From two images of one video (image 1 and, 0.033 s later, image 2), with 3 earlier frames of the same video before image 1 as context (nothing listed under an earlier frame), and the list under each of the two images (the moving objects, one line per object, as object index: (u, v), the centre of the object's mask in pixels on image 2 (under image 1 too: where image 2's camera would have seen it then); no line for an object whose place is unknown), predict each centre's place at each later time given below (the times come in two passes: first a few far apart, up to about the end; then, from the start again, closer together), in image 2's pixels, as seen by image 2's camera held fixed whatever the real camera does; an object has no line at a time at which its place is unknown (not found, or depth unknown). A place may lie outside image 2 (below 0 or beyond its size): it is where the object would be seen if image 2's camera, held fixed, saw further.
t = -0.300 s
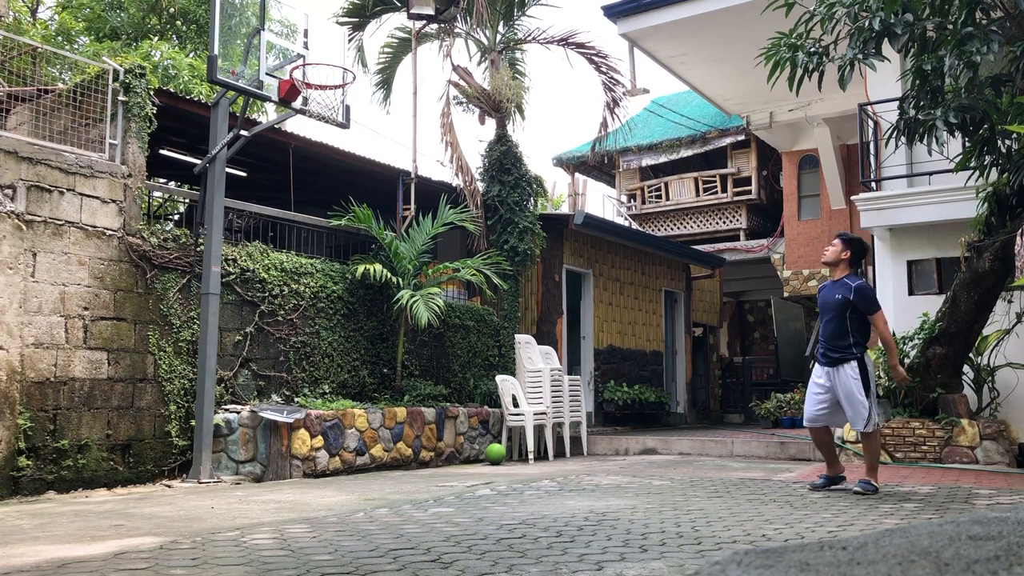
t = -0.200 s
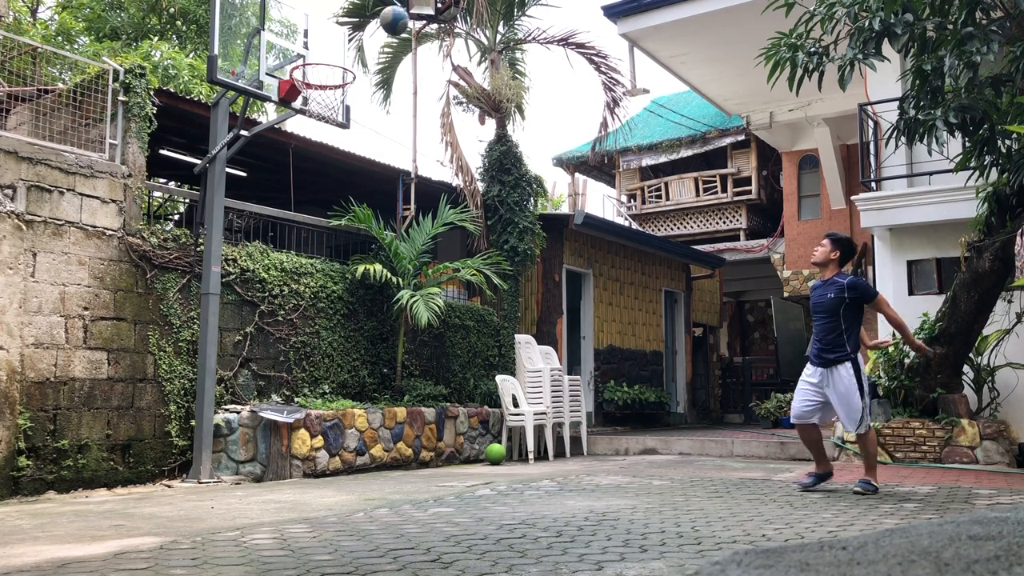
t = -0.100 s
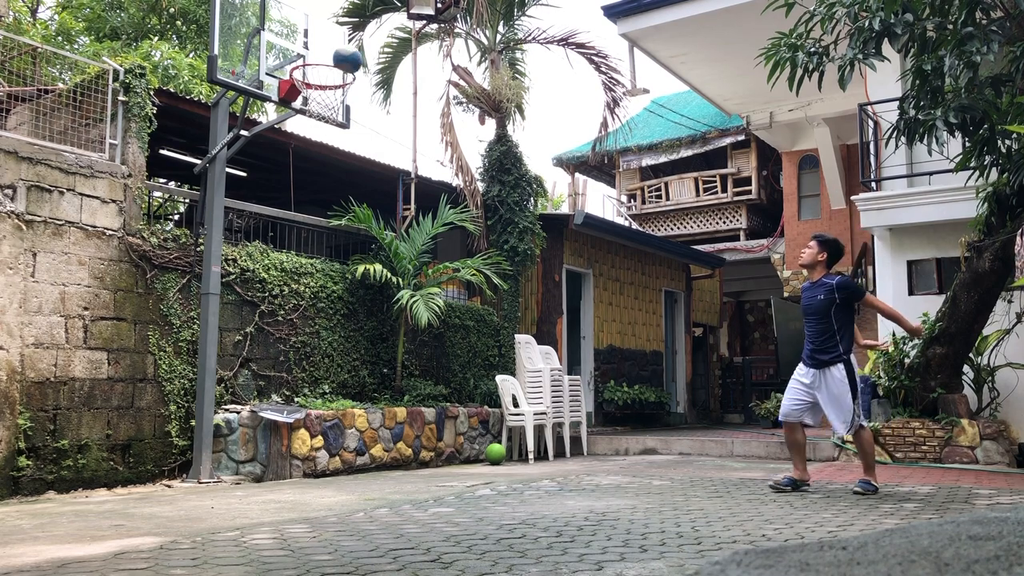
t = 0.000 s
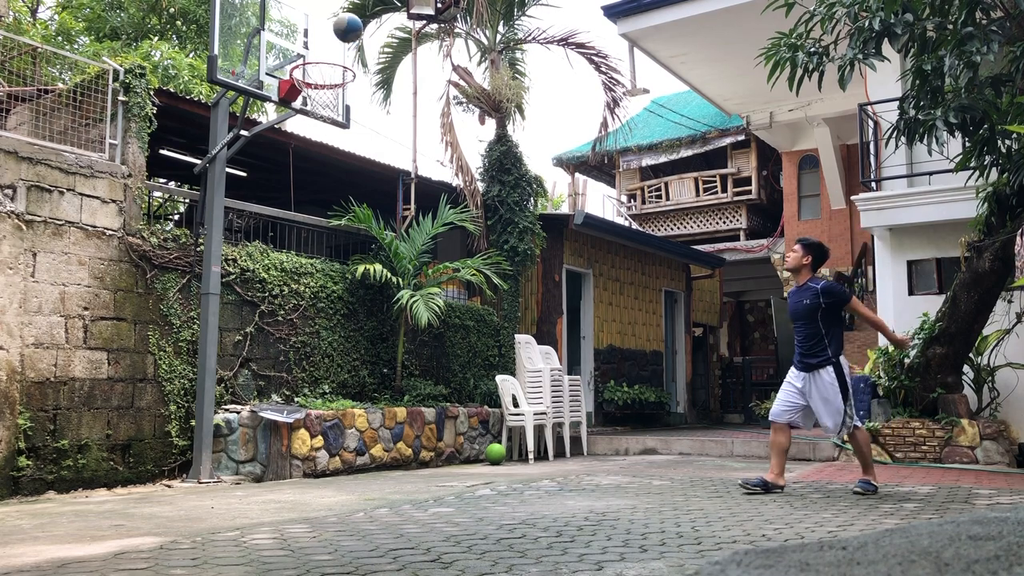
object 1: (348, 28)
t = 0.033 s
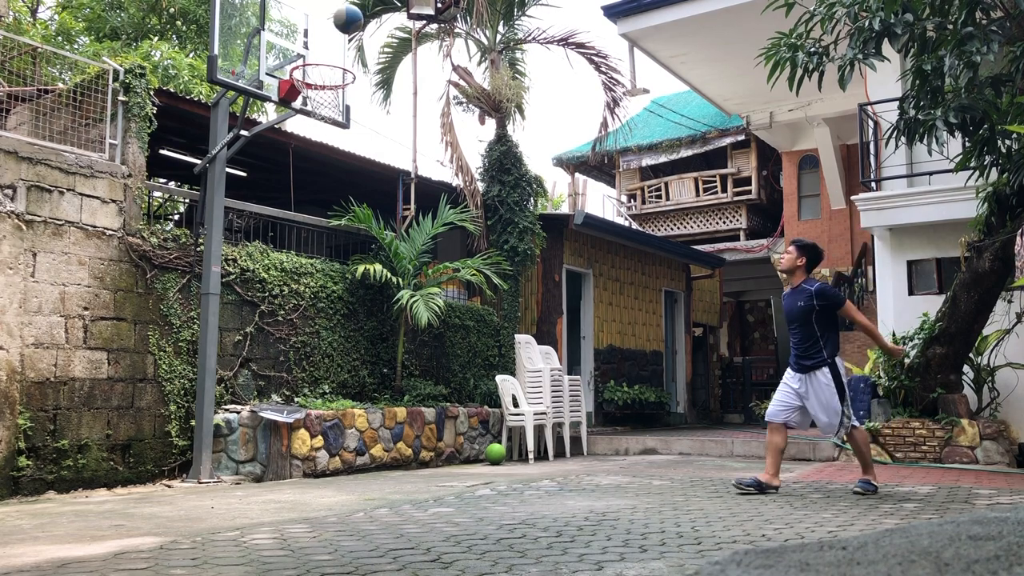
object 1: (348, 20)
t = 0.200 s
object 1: (348, 6)
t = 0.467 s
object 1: (347, 39)
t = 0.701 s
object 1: (345, 164)
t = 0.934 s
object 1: (341, 378)
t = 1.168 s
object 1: (329, 383)
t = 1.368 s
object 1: (314, 294)
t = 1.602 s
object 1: (294, 267)
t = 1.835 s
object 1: (271, 329)
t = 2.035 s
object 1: (246, 460)
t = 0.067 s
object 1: (348, 13)
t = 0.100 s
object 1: (348, 9)
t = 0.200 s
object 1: (348, 6)
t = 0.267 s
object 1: (348, 6)
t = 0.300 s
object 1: (348, 7)
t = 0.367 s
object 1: (348, 13)
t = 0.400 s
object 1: (348, 19)
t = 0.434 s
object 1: (348, 28)
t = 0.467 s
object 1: (347, 39)
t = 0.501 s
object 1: (347, 52)
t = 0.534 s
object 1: (348, 65)
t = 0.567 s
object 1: (346, 81)
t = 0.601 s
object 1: (346, 99)
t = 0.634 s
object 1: (345, 118)
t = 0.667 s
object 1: (345, 139)
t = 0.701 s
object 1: (345, 164)
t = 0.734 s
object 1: (345, 186)
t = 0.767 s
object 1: (345, 212)
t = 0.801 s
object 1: (344, 241)
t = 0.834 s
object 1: (344, 271)
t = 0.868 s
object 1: (343, 305)
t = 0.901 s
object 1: (342, 340)
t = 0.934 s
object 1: (341, 378)
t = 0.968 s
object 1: (339, 418)
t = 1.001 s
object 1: (338, 461)
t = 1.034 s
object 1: (337, 480)
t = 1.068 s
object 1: (335, 452)
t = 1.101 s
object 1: (333, 428)
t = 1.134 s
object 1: (331, 405)
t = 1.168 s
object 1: (329, 383)
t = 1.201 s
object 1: (326, 364)
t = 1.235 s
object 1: (324, 346)
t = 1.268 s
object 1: (322, 331)
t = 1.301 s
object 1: (319, 316)
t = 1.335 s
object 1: (317, 304)
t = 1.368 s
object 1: (314, 294)
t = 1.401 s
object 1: (312, 284)
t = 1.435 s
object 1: (309, 277)
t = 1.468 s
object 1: (306, 272)
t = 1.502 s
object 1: (303, 268)
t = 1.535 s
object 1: (300, 266)
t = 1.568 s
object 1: (298, 266)
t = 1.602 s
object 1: (294, 267)
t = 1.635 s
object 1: (291, 270)
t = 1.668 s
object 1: (288, 275)
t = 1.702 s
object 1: (285, 282)
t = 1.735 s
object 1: (281, 291)
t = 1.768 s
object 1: (278, 302)
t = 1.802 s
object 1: (274, 314)
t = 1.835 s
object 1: (271, 329)
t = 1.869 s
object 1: (266, 345)
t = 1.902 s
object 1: (263, 363)
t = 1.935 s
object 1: (259, 384)
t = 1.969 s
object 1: (254, 407)
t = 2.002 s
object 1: (250, 432)
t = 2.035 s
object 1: (246, 460)
